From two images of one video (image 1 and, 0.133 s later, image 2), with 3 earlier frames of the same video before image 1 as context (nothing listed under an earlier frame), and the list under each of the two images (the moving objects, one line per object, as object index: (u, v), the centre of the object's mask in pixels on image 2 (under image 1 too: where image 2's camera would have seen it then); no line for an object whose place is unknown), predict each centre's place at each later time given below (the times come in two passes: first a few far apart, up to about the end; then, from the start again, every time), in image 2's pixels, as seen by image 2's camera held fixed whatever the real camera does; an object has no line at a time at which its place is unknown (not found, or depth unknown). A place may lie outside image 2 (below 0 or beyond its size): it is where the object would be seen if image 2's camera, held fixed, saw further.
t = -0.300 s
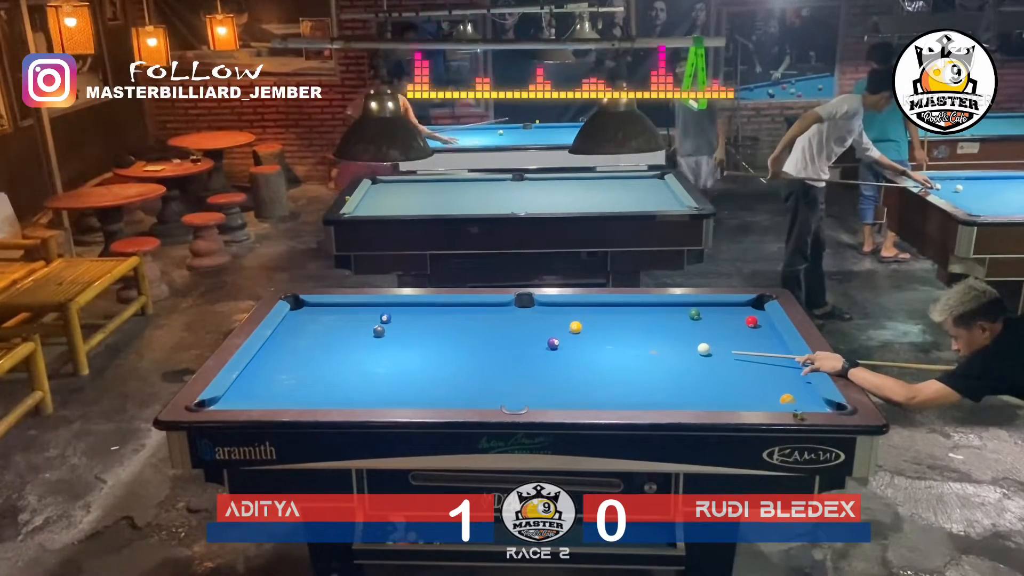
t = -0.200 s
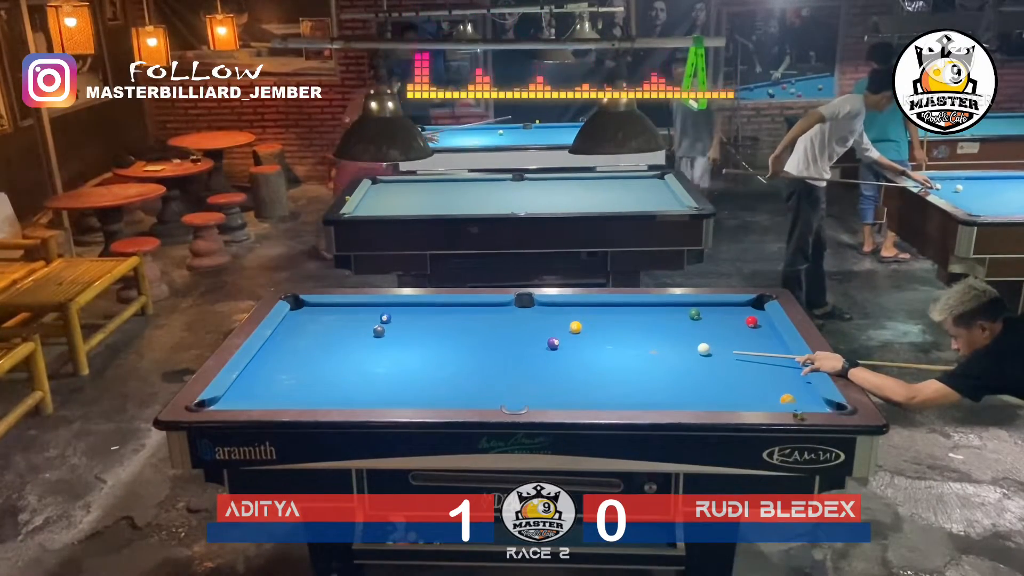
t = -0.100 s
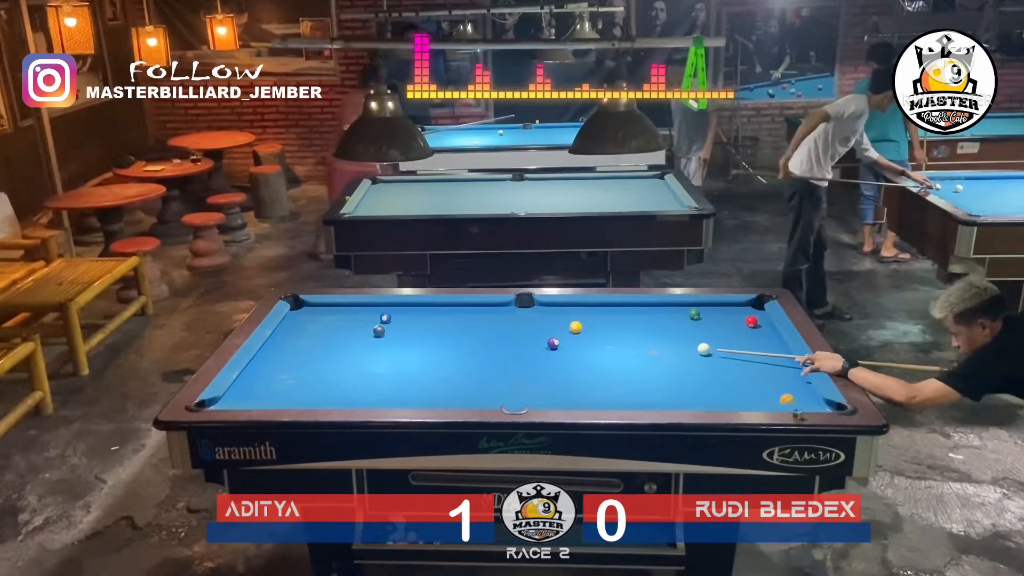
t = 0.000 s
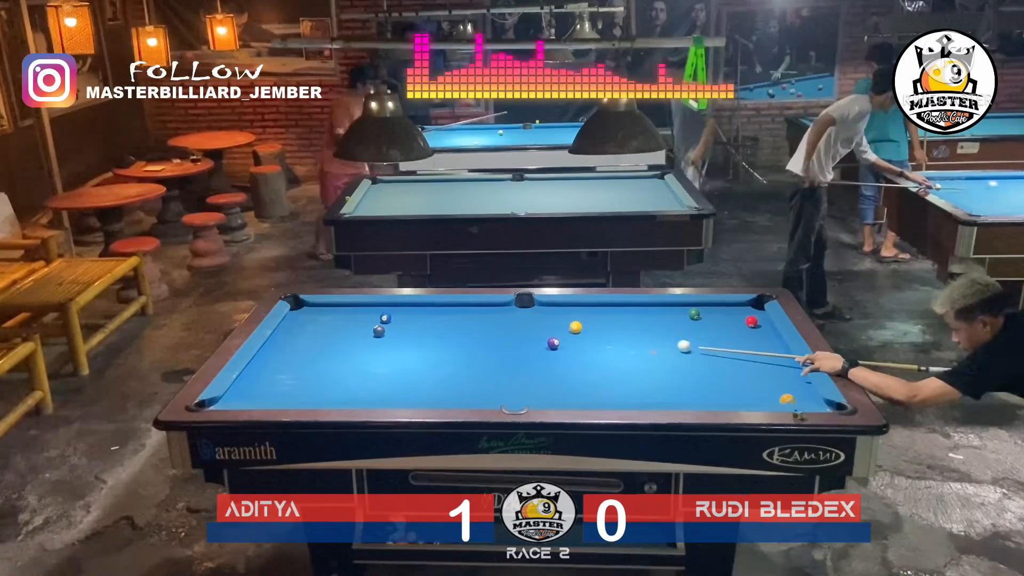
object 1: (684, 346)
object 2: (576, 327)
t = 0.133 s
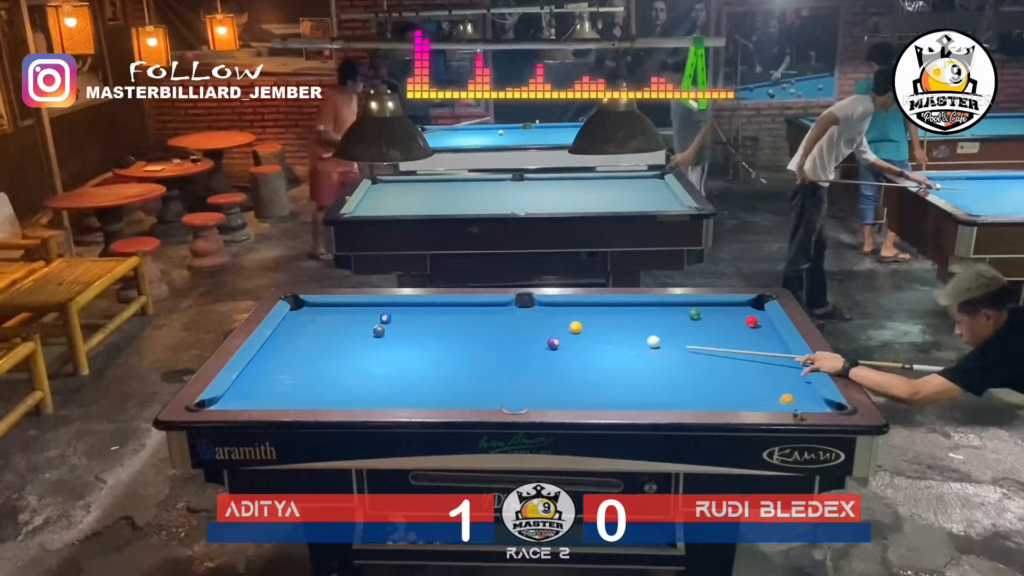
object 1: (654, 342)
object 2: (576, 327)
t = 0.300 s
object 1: (618, 337)
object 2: (576, 327)
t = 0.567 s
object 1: (574, 333)
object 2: (569, 324)
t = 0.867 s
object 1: (546, 336)
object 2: (553, 317)
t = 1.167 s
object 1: (523, 339)
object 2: (541, 310)
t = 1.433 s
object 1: (506, 341)
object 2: (533, 305)
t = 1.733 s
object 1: (491, 343)
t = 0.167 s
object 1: (646, 341)
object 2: (576, 327)
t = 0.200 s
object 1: (639, 340)
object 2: (576, 327)
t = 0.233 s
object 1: (632, 339)
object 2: (575, 327)
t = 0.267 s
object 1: (625, 338)
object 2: (576, 327)
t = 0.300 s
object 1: (618, 337)
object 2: (576, 327)
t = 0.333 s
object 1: (611, 336)
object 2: (575, 327)
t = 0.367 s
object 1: (604, 335)
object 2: (576, 327)
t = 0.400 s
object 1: (598, 334)
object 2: (576, 328)
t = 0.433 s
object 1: (591, 333)
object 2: (576, 328)
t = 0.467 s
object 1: (585, 332)
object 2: (575, 327)
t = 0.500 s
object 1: (581, 332)
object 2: (573, 326)
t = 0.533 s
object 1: (578, 332)
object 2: (571, 325)
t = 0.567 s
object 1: (574, 333)
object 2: (569, 324)
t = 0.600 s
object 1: (571, 333)
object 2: (567, 323)
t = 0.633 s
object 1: (568, 334)
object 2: (565, 322)
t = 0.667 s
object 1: (565, 334)
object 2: (564, 321)
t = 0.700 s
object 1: (562, 334)
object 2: (562, 321)
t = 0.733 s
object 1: (559, 334)
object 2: (560, 320)
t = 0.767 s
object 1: (556, 334)
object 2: (558, 319)
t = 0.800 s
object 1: (553, 334)
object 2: (557, 318)
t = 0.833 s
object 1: (549, 335)
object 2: (555, 317)
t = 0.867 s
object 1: (546, 336)
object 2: (553, 317)
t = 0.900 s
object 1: (544, 336)
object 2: (552, 316)
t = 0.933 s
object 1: (541, 337)
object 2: (551, 315)
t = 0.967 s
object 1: (538, 337)
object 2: (549, 314)
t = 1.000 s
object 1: (536, 338)
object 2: (547, 313)
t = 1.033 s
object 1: (533, 338)
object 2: (546, 313)
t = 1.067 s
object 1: (531, 338)
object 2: (545, 312)
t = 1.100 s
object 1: (528, 339)
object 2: (543, 312)
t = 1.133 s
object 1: (526, 339)
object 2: (542, 311)
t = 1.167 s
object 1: (523, 339)
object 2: (541, 310)
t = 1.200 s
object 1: (521, 340)
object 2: (540, 310)
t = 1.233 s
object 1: (518, 340)
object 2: (539, 309)
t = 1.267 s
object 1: (516, 340)
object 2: (538, 308)
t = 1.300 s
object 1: (514, 340)
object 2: (536, 308)
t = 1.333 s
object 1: (512, 341)
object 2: (535, 307)
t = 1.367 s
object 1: (510, 341)
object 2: (535, 307)
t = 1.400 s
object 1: (508, 341)
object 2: (534, 306)
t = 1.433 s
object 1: (506, 341)
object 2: (533, 305)
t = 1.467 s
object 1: (504, 342)
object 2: (532, 305)
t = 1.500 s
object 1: (502, 342)
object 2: (531, 304)
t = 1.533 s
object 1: (500, 342)
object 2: (530, 304)
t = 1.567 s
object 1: (499, 342)
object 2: (529, 303)
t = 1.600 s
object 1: (497, 342)
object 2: (528, 303)
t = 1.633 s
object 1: (495, 343)
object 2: (528, 303)
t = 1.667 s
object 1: (494, 343)
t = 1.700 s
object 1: (492, 343)
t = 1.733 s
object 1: (491, 343)
